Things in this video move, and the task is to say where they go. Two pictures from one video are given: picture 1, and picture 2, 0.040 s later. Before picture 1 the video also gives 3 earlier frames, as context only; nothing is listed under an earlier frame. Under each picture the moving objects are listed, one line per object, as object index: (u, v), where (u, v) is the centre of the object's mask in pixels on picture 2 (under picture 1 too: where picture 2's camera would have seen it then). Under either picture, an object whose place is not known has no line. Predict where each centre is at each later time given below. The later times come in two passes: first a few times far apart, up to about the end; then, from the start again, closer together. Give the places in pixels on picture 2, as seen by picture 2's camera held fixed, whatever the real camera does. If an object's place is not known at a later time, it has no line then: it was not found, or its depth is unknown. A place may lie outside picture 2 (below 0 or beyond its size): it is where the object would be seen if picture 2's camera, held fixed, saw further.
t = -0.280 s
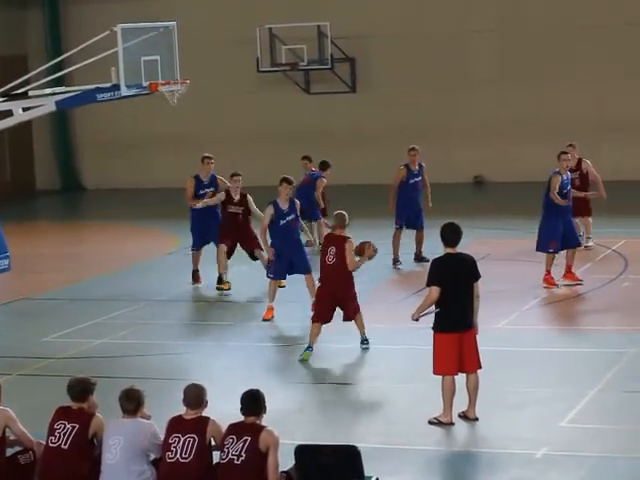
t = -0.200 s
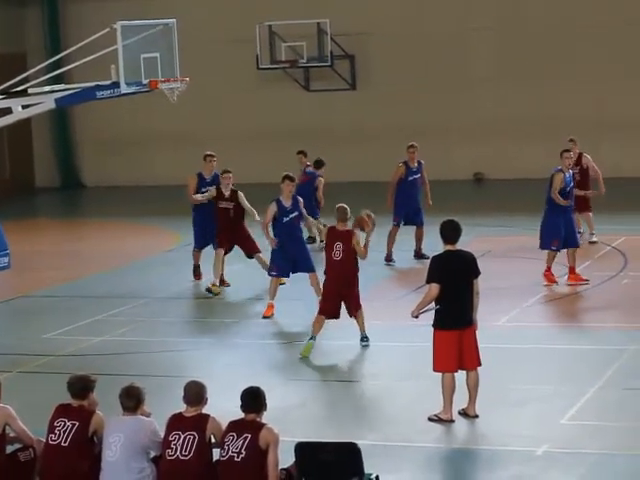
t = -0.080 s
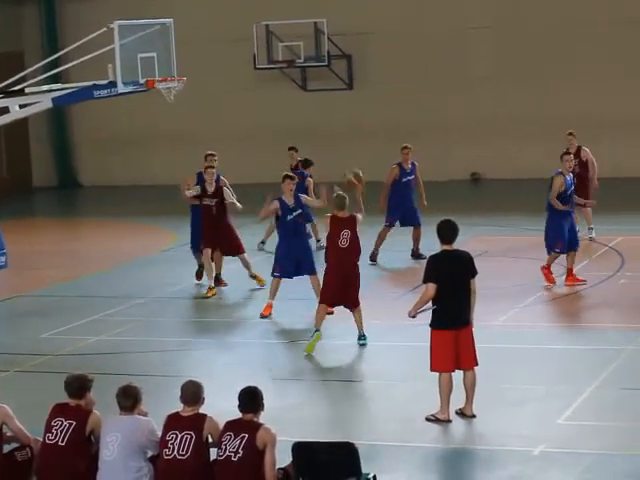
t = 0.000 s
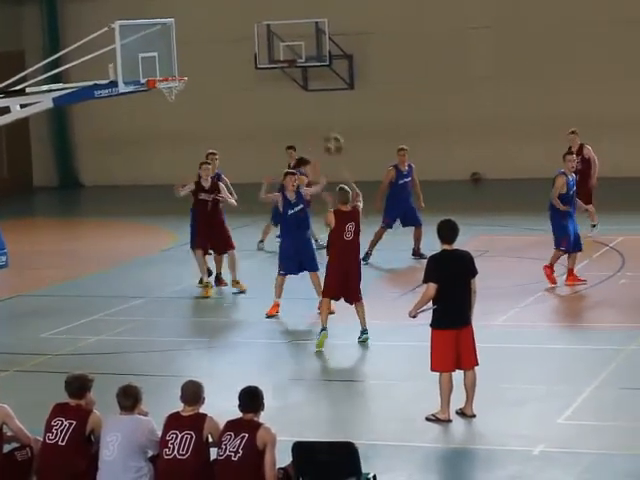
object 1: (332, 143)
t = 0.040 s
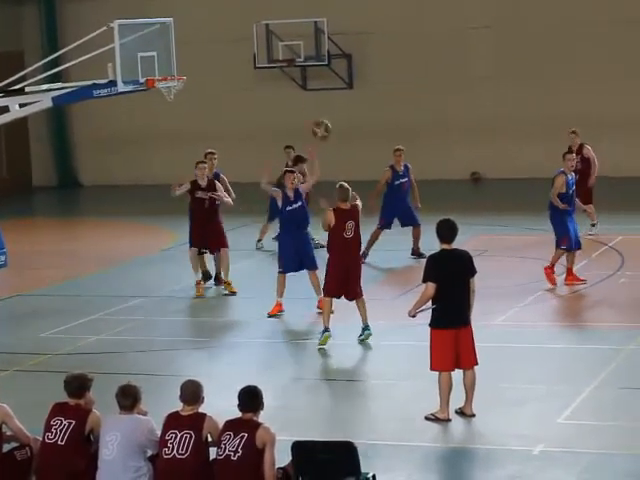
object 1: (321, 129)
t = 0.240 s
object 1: (272, 79)
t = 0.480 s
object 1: (219, 63)
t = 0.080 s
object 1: (310, 116)
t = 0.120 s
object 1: (301, 105)
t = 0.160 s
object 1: (291, 94)
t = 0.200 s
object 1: (281, 86)
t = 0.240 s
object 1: (272, 79)
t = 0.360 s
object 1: (245, 66)
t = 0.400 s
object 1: (236, 64)
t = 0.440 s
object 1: (227, 63)
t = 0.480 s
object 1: (219, 63)
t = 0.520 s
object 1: (211, 65)
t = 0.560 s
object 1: (203, 68)
